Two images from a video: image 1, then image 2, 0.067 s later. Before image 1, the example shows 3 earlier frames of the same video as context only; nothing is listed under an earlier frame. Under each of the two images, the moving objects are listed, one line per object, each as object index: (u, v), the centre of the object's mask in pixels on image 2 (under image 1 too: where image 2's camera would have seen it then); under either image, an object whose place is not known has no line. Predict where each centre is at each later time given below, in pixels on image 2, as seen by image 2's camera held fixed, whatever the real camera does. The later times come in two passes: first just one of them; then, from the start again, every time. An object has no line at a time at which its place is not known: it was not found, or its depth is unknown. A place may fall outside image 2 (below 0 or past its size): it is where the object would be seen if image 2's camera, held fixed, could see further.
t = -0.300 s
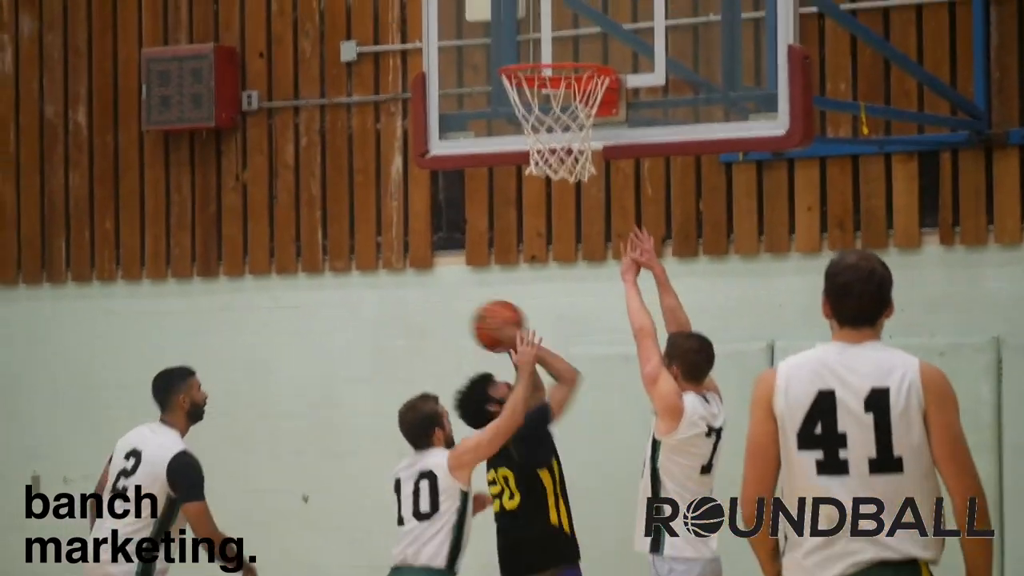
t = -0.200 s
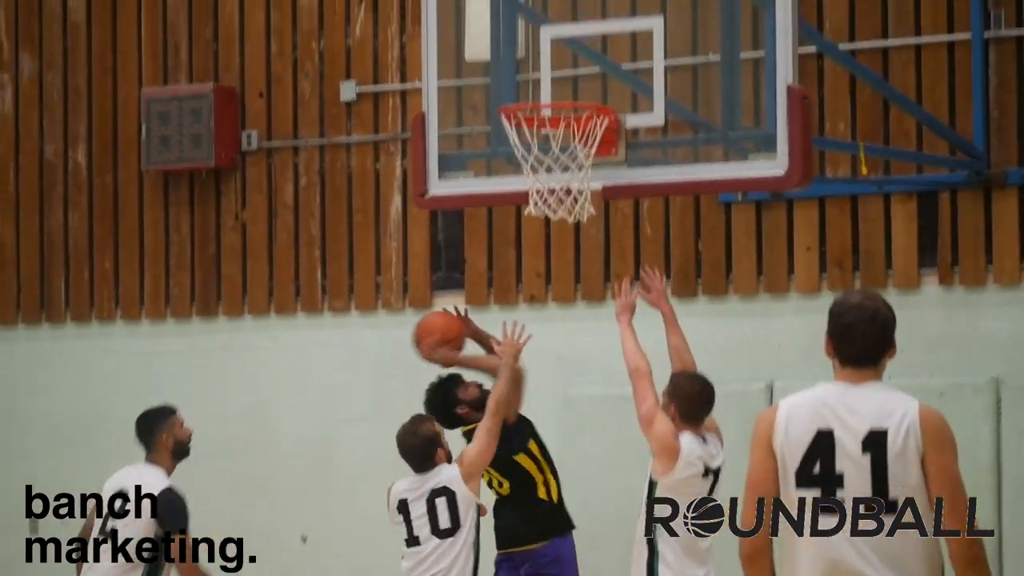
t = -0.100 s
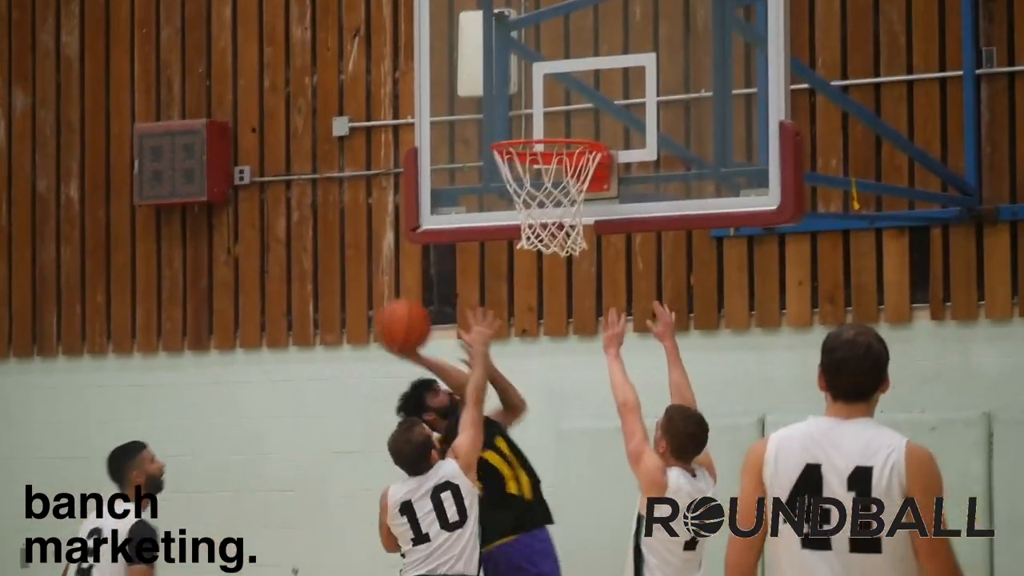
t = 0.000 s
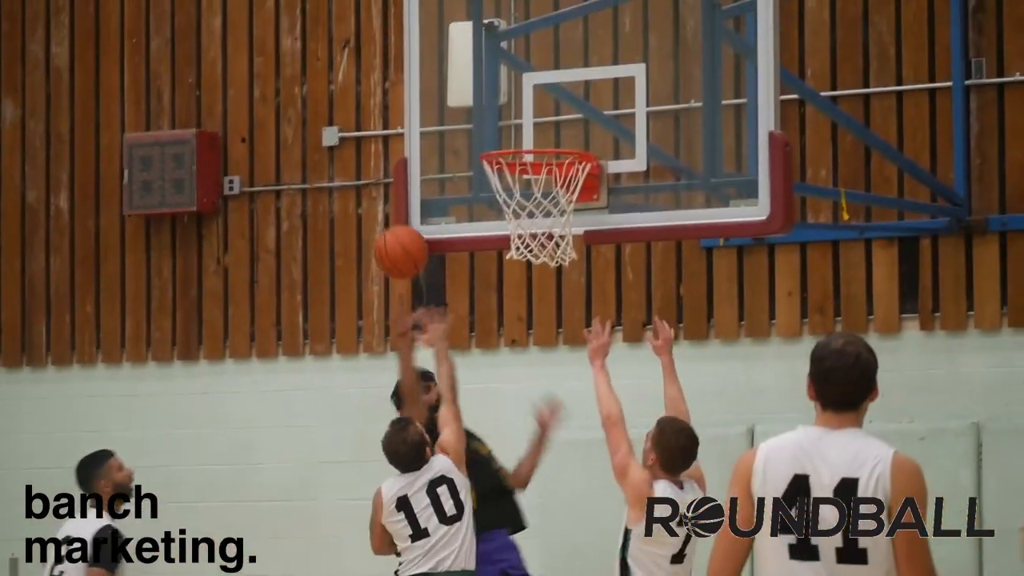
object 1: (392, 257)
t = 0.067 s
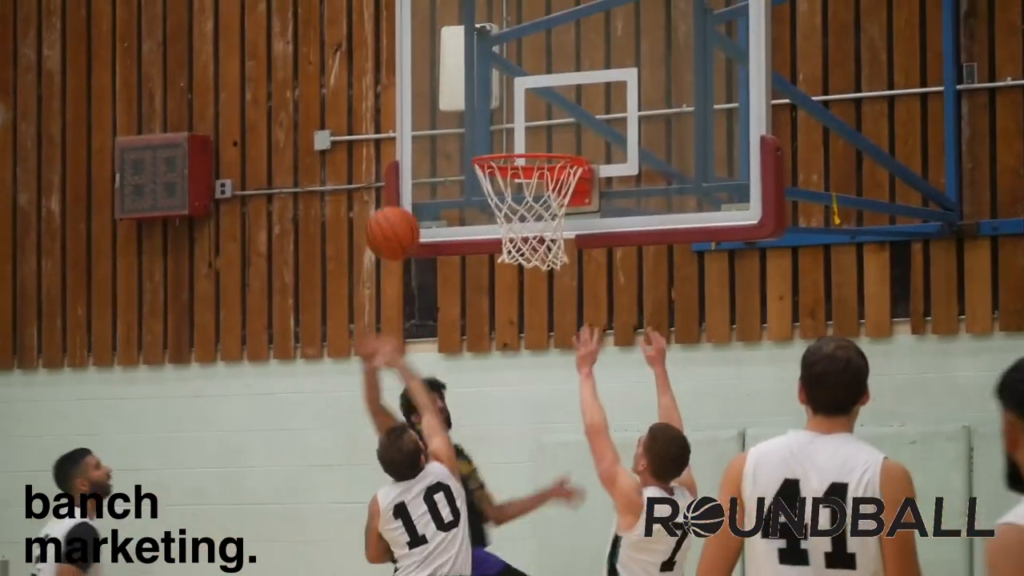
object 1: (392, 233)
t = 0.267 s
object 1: (393, 223)
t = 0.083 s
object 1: (393, 228)
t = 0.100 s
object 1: (393, 225)
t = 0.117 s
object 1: (393, 223)
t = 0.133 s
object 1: (392, 220)
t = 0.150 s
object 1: (393, 219)
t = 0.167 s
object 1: (393, 218)
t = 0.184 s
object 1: (393, 218)
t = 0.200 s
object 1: (394, 218)
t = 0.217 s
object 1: (393, 218)
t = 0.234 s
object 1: (393, 219)
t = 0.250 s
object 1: (393, 221)
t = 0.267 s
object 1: (393, 223)
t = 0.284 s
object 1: (393, 226)
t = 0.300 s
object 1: (393, 230)
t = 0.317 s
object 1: (393, 235)
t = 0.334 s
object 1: (393, 241)
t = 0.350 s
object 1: (393, 247)
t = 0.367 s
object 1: (393, 253)
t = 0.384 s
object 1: (393, 261)
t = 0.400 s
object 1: (393, 269)
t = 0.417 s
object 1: (393, 277)
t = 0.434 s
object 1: (392, 287)
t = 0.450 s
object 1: (393, 298)
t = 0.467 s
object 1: (393, 309)
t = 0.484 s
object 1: (393, 319)
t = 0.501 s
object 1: (393, 331)
